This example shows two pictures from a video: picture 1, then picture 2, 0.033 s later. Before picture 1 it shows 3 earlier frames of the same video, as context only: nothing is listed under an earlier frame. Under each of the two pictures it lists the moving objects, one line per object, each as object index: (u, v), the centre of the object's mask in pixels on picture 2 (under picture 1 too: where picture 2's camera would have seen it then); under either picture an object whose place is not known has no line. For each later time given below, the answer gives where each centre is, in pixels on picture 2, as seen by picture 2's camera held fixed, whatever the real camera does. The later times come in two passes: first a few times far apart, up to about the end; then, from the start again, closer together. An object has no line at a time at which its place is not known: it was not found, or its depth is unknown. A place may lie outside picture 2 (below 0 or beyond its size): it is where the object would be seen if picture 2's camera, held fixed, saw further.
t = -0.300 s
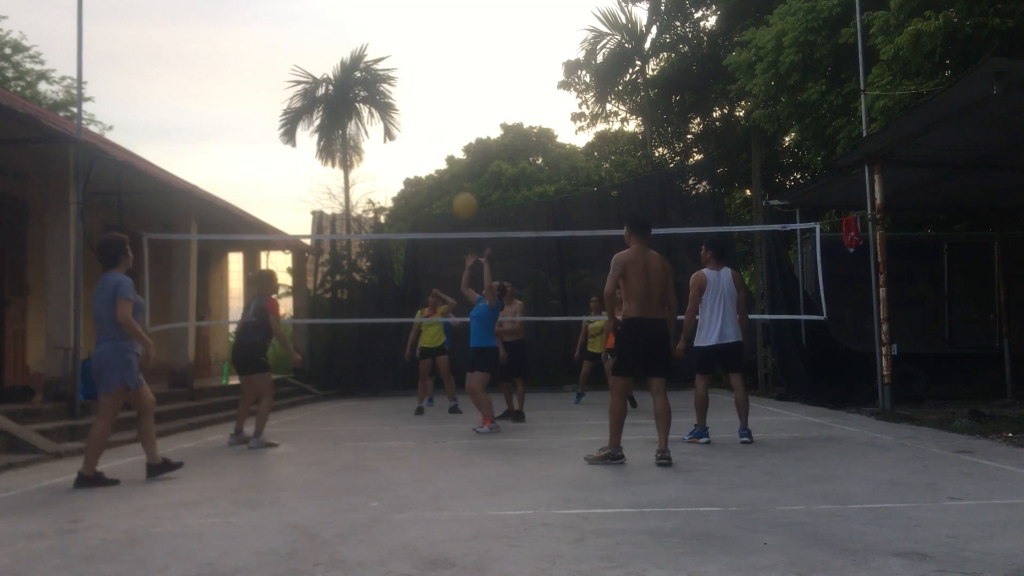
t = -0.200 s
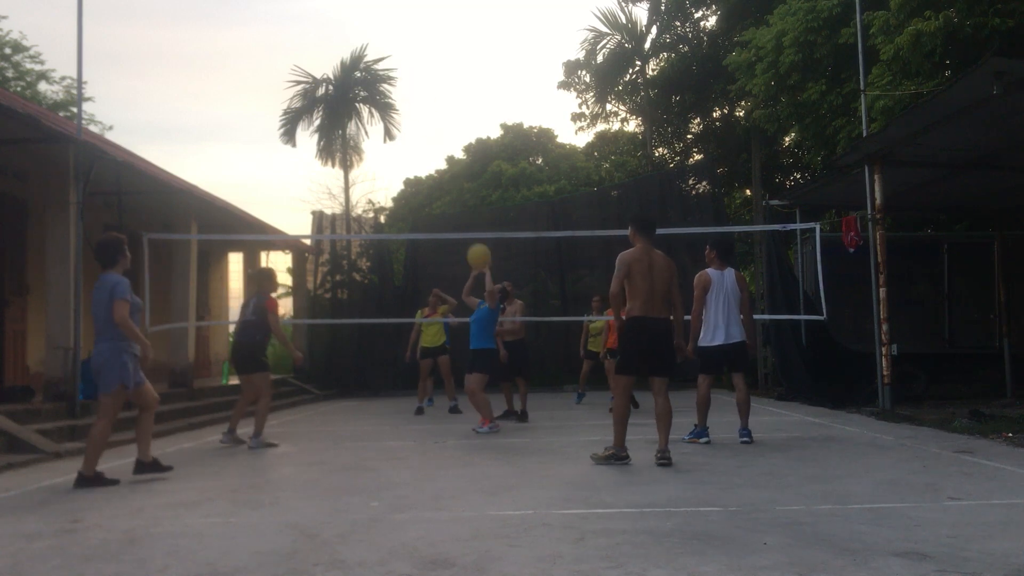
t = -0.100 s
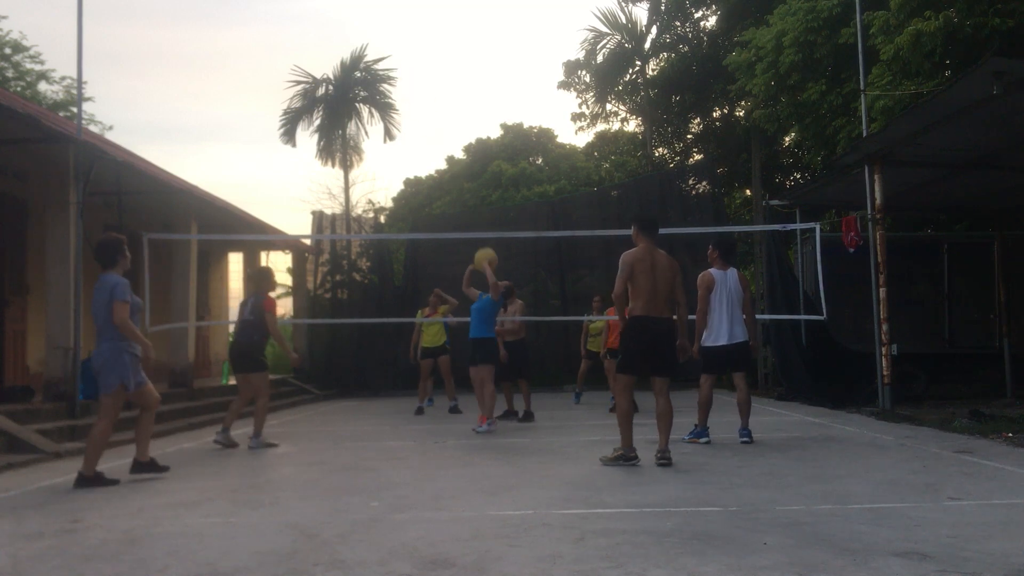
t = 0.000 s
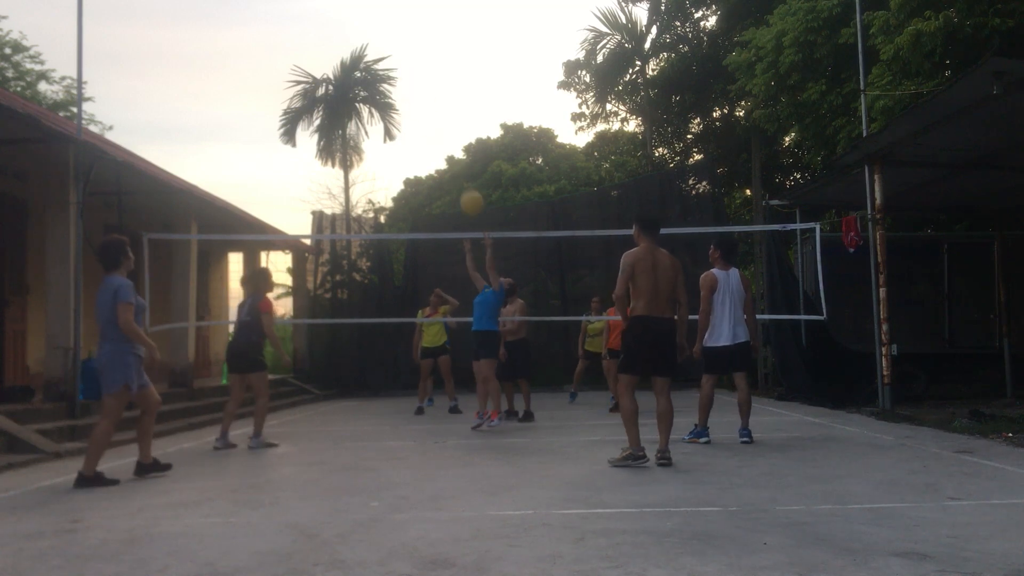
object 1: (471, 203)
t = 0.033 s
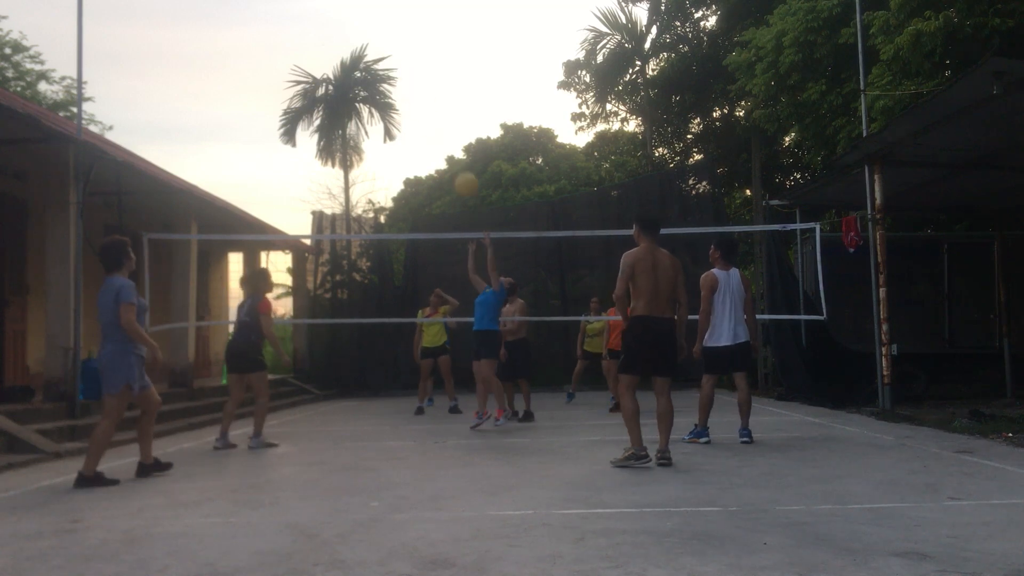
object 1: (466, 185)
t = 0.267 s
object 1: (429, 88)
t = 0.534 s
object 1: (386, 42)
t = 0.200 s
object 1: (439, 110)
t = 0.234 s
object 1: (434, 98)
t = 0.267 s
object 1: (429, 88)
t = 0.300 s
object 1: (423, 78)
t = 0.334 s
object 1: (418, 70)
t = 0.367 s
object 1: (412, 63)
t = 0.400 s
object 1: (407, 56)
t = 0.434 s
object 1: (402, 51)
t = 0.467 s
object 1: (397, 47)
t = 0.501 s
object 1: (391, 44)
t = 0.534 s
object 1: (386, 42)
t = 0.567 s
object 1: (381, 41)
